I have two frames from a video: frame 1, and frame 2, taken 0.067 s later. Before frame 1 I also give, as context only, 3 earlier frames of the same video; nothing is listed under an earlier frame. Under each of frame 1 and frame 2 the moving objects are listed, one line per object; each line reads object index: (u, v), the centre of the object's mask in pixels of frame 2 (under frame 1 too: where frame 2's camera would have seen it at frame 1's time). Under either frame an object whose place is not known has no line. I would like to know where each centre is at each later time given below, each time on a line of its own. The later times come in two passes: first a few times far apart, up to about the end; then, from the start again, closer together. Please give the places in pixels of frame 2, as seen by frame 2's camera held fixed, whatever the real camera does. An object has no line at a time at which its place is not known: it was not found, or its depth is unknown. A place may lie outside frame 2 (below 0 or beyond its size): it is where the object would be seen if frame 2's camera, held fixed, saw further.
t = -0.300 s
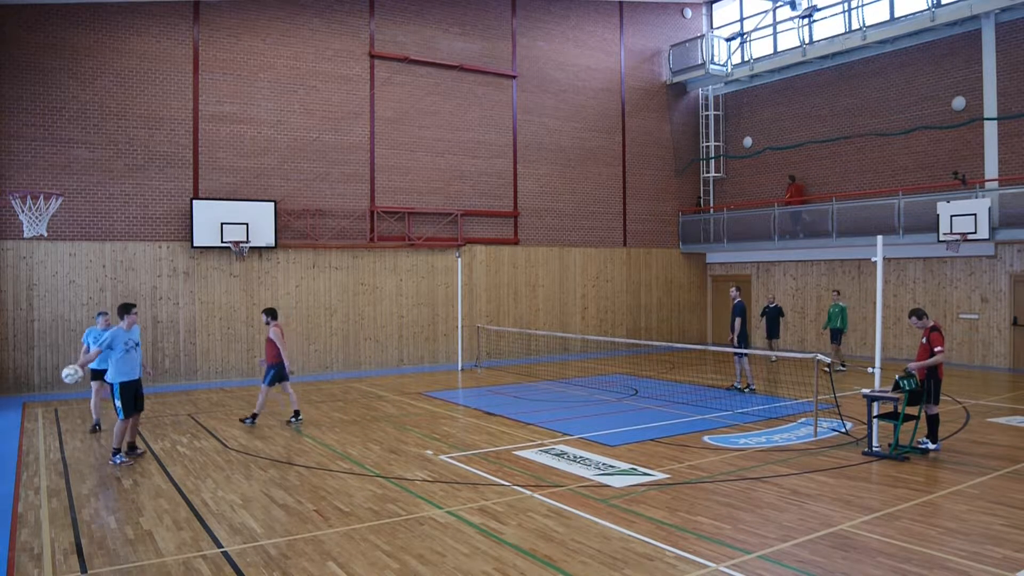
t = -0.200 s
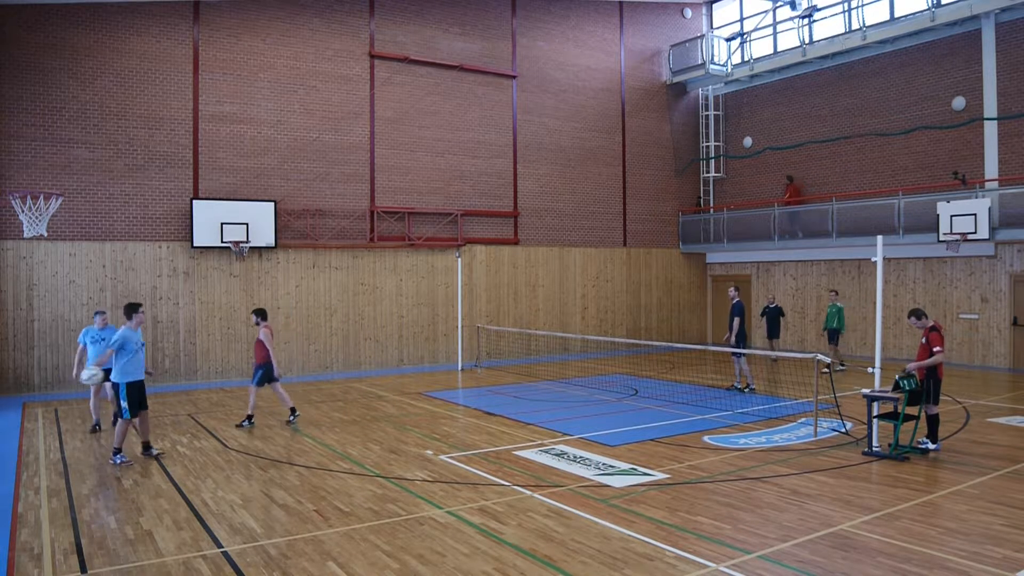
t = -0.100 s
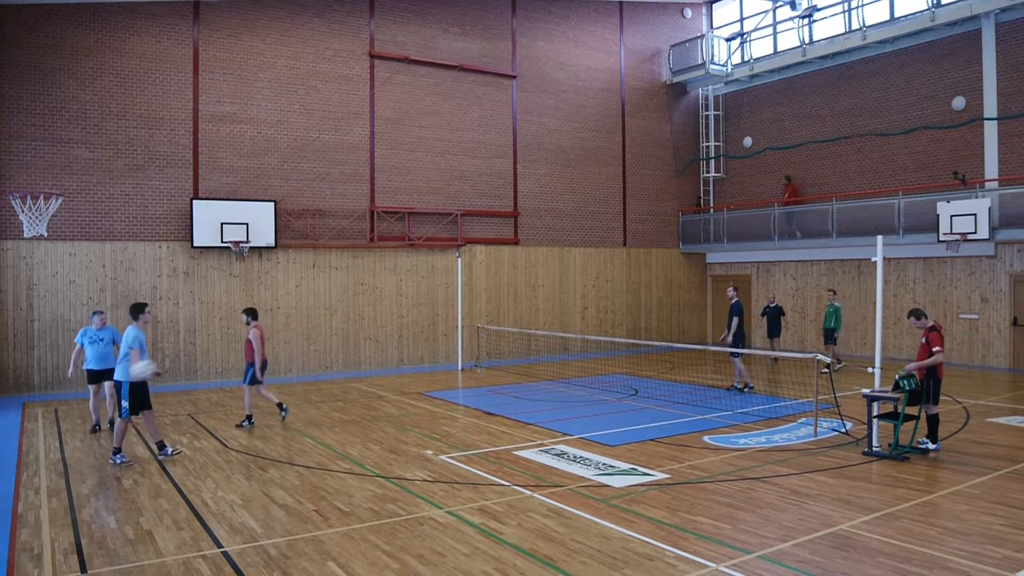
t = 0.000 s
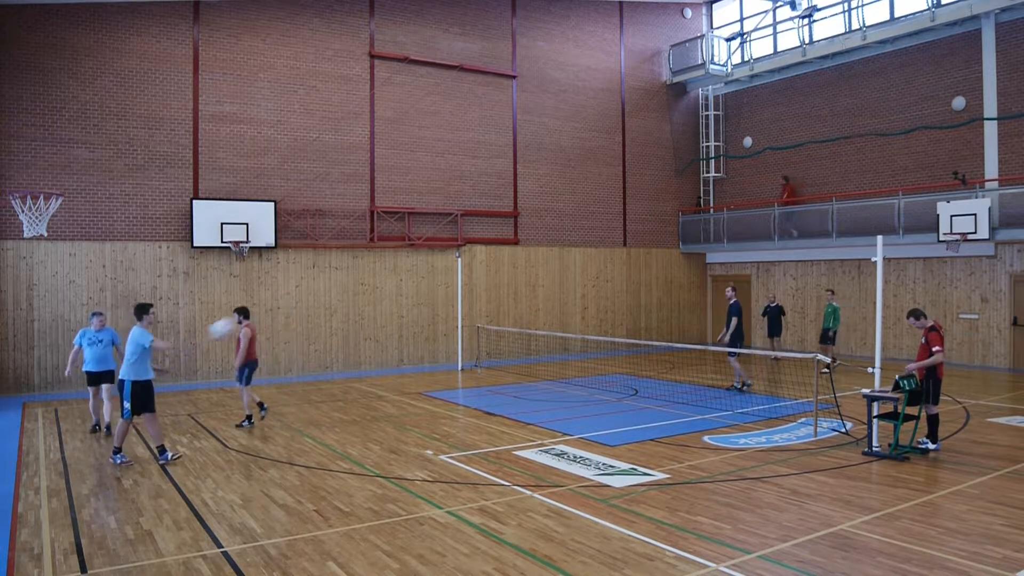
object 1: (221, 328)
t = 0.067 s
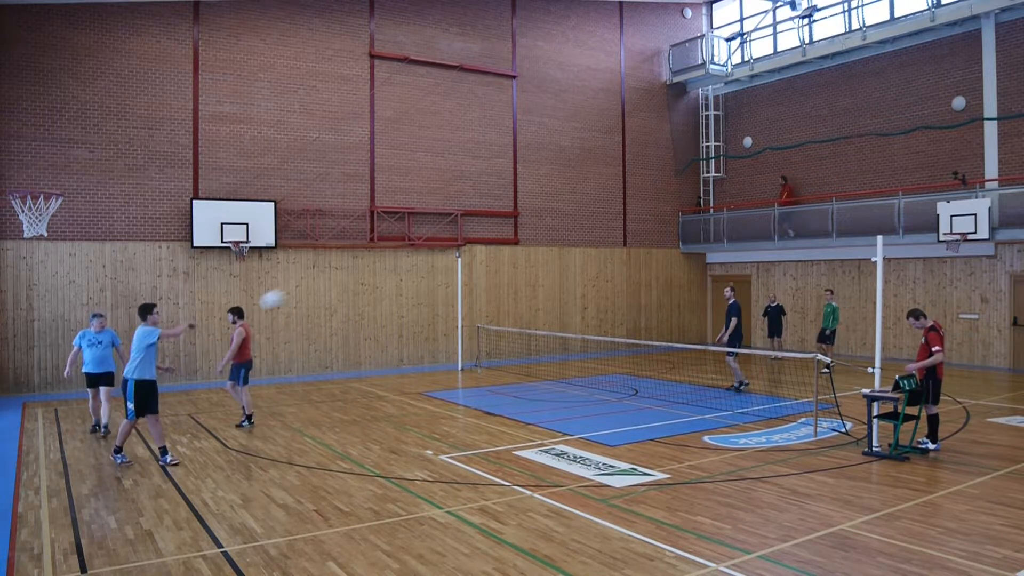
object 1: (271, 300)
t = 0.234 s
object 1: (385, 251)
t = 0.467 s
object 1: (513, 229)
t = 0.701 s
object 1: (614, 243)
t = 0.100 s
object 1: (295, 287)
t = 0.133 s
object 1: (319, 277)
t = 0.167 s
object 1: (342, 266)
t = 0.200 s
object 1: (363, 258)
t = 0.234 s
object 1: (385, 251)
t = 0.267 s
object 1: (405, 245)
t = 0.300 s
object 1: (424, 240)
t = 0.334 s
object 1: (443, 236)
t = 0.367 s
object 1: (462, 233)
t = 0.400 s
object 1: (478, 231)
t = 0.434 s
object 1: (496, 229)
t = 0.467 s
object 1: (513, 229)
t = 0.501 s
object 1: (528, 229)
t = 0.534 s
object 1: (544, 229)
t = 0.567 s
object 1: (559, 231)
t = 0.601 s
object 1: (573, 233)
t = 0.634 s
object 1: (588, 236)
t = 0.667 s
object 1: (601, 239)
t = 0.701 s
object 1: (614, 243)
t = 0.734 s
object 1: (627, 247)
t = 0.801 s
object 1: (651, 258)
